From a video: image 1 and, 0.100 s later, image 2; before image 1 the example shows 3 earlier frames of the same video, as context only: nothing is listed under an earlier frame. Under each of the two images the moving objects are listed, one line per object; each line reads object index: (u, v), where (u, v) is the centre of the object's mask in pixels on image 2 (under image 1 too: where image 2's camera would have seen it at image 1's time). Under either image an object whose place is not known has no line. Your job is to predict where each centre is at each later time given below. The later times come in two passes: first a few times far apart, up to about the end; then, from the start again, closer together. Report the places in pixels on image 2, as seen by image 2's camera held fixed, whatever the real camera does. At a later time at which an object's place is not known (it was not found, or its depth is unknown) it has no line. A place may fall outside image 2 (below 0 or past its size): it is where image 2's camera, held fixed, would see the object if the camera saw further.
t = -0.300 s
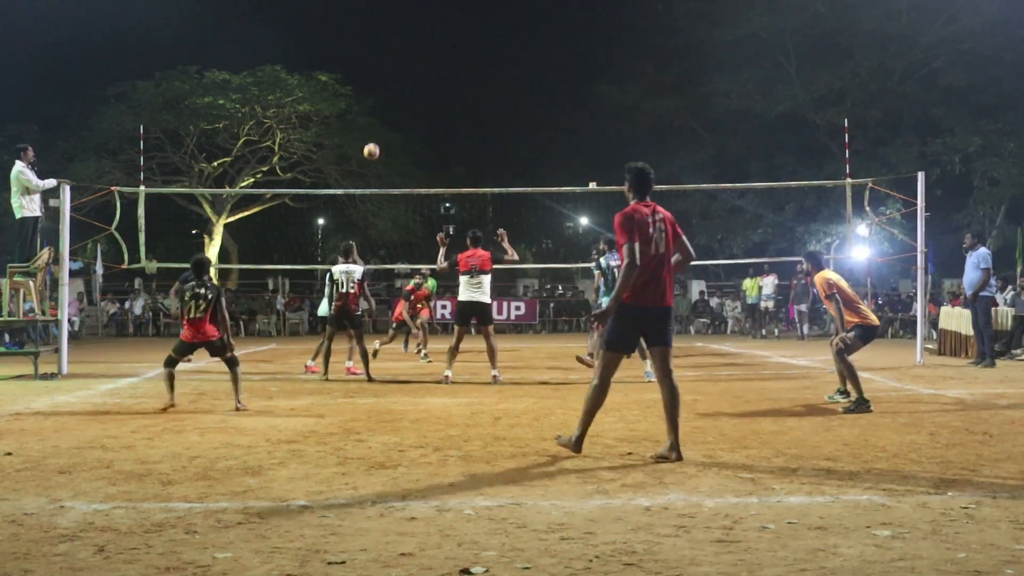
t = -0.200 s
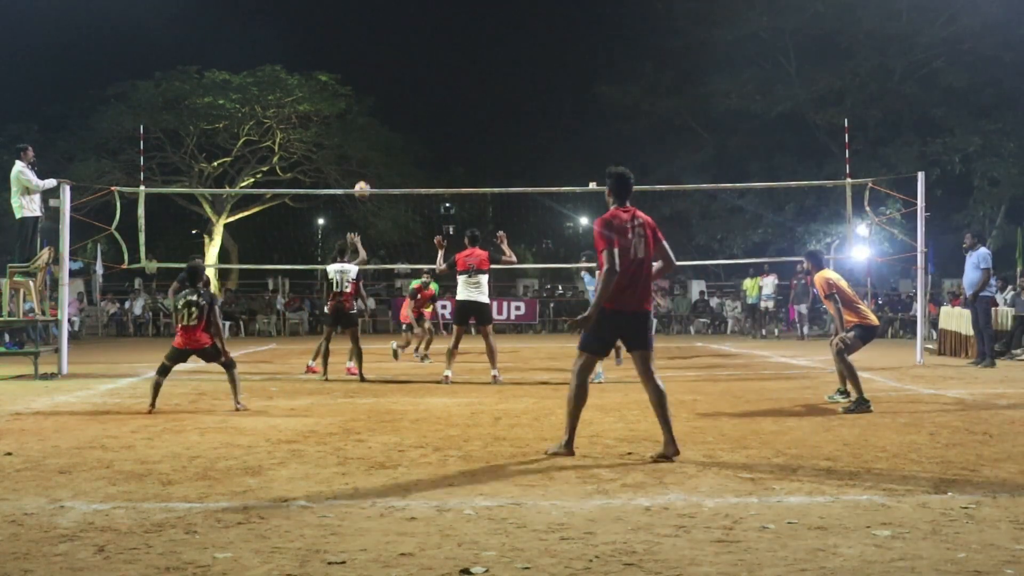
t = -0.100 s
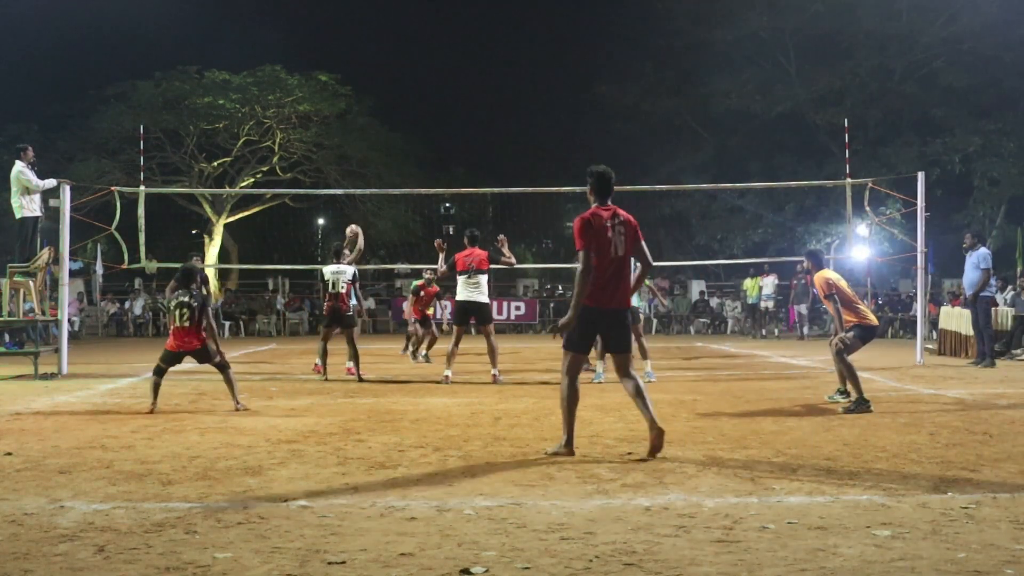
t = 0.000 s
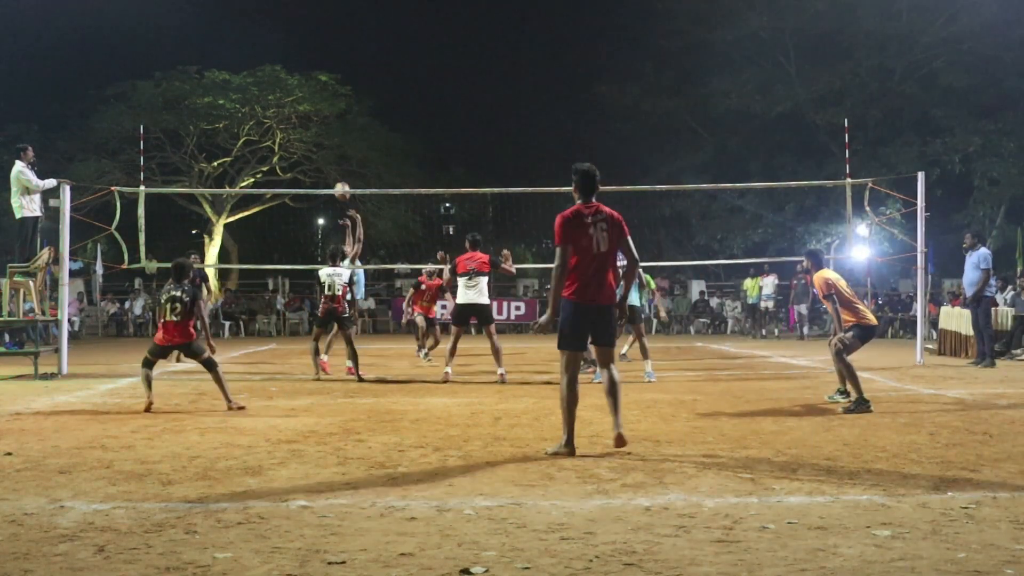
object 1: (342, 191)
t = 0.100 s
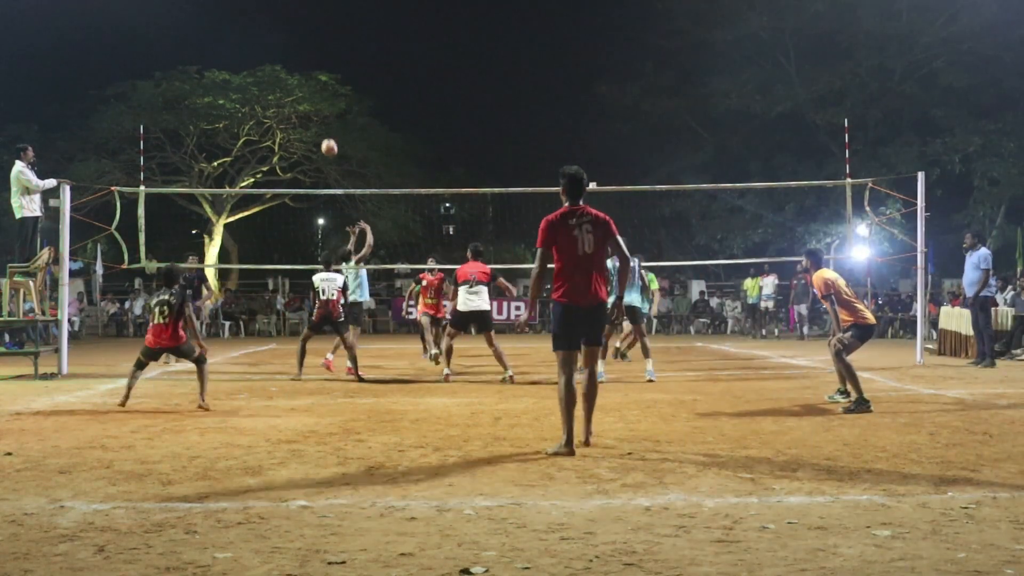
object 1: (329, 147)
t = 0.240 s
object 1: (312, 99)
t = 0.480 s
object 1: (283, 50)
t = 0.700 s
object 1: (258, 41)
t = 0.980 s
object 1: (227, 80)
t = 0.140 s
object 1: (324, 132)
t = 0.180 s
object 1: (319, 118)
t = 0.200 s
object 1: (317, 111)
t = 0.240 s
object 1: (312, 99)
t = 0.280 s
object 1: (307, 88)
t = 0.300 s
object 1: (304, 83)
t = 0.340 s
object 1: (300, 73)
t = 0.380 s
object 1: (295, 65)
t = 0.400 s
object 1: (292, 62)
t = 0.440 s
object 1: (287, 55)
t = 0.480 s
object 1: (283, 50)
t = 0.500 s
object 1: (280, 48)
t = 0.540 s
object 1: (276, 44)
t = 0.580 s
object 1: (271, 42)
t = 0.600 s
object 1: (269, 41)
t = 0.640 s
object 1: (264, 40)
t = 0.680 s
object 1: (260, 41)
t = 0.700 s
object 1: (258, 41)
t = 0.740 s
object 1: (253, 43)
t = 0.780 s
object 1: (249, 47)
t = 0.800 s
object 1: (246, 49)
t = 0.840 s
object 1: (242, 54)
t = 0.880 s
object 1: (238, 60)
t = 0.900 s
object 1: (235, 63)
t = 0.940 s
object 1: (231, 70)
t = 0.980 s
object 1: (227, 80)
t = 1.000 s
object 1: (224, 85)
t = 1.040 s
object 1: (220, 95)
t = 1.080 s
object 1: (216, 107)
